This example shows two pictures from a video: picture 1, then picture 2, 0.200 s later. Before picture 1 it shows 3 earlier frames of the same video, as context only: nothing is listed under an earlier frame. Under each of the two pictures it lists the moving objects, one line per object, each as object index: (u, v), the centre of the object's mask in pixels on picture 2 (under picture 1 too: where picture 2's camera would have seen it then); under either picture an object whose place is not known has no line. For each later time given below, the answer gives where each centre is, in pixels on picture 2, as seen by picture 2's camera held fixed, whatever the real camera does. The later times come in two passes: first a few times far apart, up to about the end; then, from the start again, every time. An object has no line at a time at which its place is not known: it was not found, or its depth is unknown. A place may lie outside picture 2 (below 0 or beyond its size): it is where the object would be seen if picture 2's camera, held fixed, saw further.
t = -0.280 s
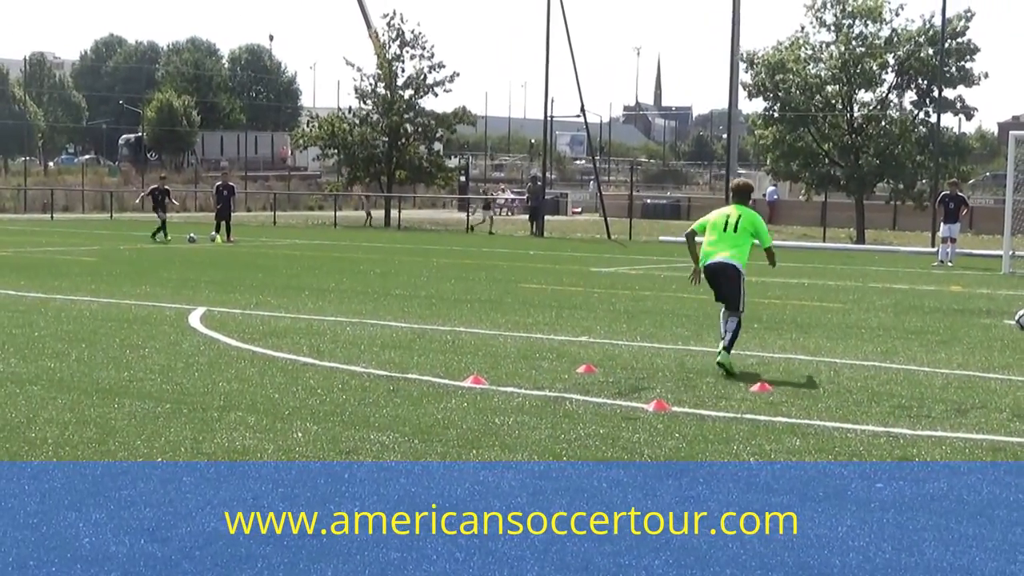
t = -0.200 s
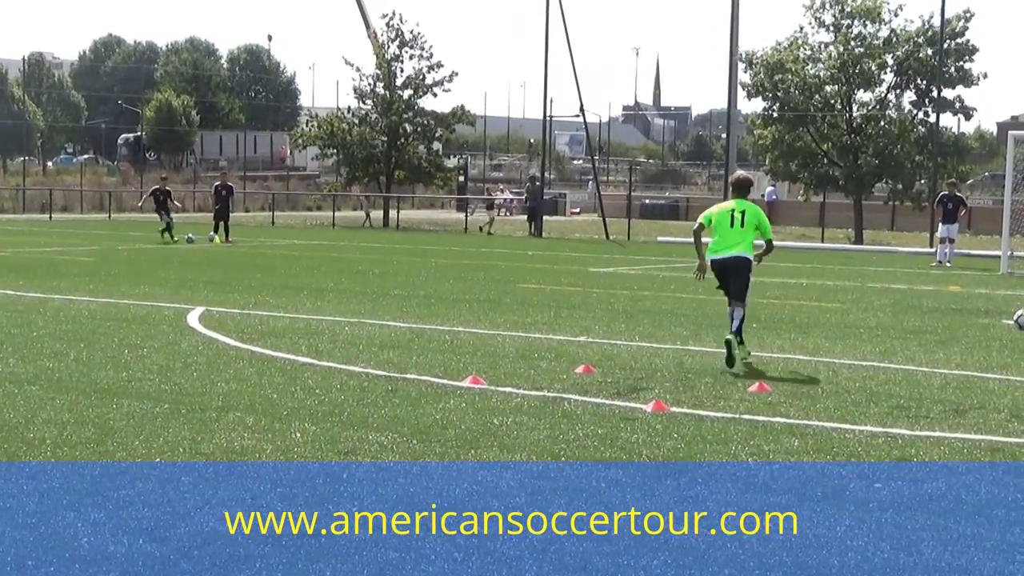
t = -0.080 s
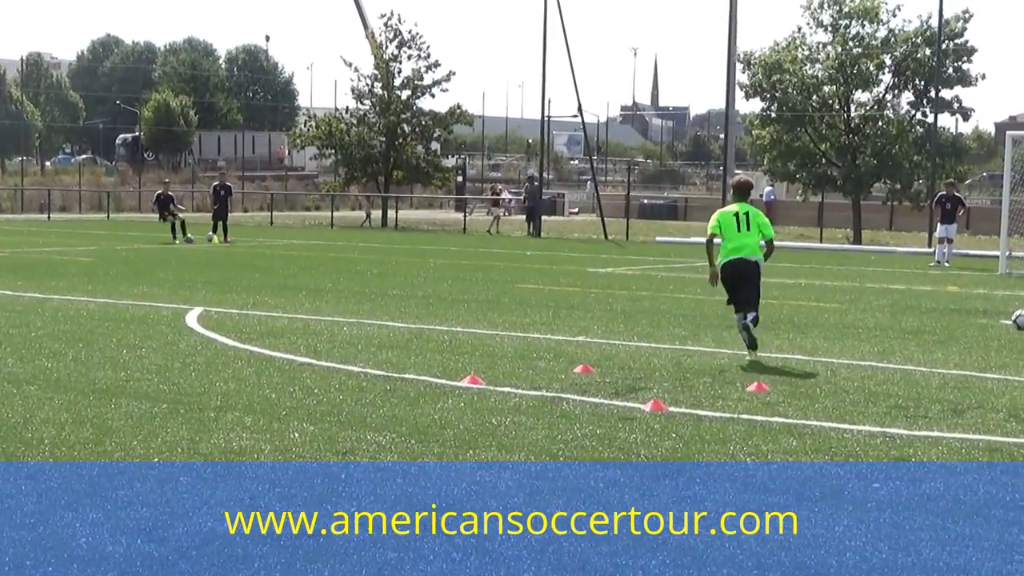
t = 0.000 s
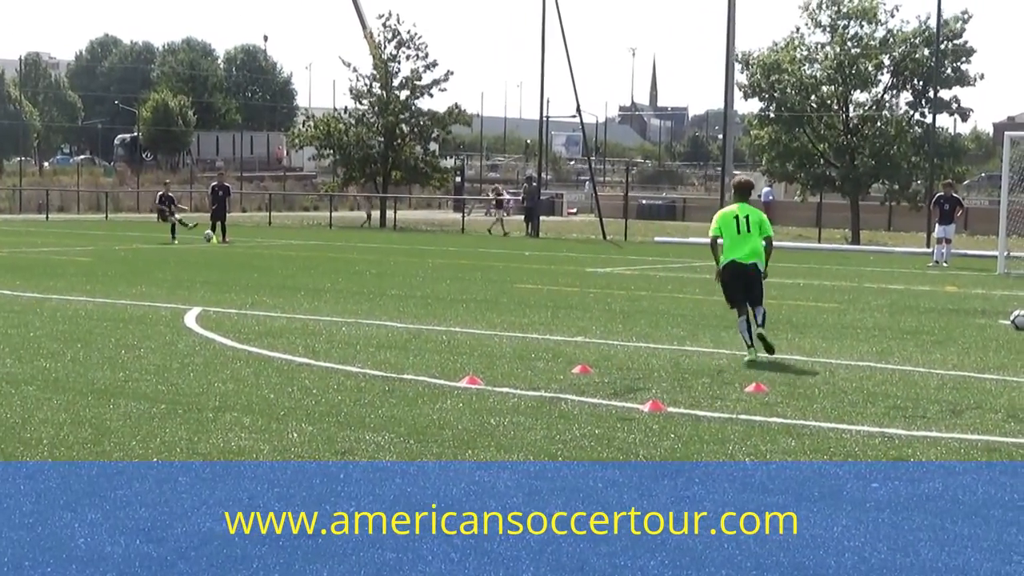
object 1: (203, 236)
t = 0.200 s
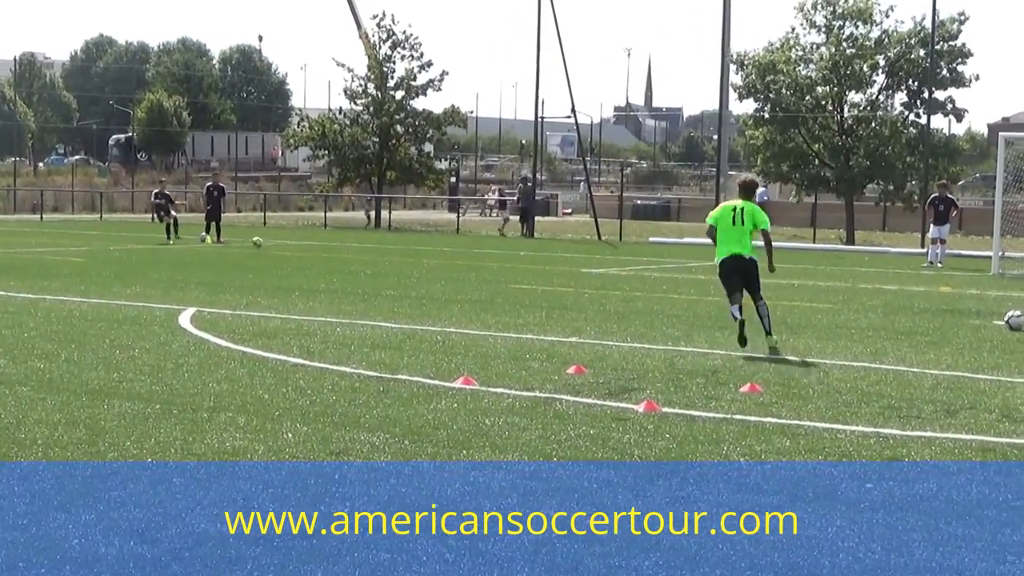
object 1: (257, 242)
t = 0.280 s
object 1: (277, 250)
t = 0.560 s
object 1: (340, 247)
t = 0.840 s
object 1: (401, 257)
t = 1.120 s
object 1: (462, 271)
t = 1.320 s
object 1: (513, 271)
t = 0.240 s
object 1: (268, 247)
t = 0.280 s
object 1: (277, 250)
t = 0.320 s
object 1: (286, 246)
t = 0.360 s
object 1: (294, 244)
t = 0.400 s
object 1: (304, 242)
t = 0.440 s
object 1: (313, 242)
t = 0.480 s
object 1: (322, 242)
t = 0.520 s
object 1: (331, 243)
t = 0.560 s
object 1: (340, 247)
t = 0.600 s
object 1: (349, 250)
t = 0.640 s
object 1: (358, 255)
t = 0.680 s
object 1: (368, 262)
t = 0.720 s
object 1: (376, 263)
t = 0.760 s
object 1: (385, 260)
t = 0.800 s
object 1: (392, 259)
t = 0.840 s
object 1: (401, 257)
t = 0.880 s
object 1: (409, 258)
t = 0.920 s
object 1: (418, 260)
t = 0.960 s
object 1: (426, 262)
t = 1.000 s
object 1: (435, 266)
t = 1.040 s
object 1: (443, 272)
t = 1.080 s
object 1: (452, 275)
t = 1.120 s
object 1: (462, 271)
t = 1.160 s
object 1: (472, 268)
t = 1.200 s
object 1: (482, 267)
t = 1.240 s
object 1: (493, 267)
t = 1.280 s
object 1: (502, 269)
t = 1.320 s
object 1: (513, 271)
